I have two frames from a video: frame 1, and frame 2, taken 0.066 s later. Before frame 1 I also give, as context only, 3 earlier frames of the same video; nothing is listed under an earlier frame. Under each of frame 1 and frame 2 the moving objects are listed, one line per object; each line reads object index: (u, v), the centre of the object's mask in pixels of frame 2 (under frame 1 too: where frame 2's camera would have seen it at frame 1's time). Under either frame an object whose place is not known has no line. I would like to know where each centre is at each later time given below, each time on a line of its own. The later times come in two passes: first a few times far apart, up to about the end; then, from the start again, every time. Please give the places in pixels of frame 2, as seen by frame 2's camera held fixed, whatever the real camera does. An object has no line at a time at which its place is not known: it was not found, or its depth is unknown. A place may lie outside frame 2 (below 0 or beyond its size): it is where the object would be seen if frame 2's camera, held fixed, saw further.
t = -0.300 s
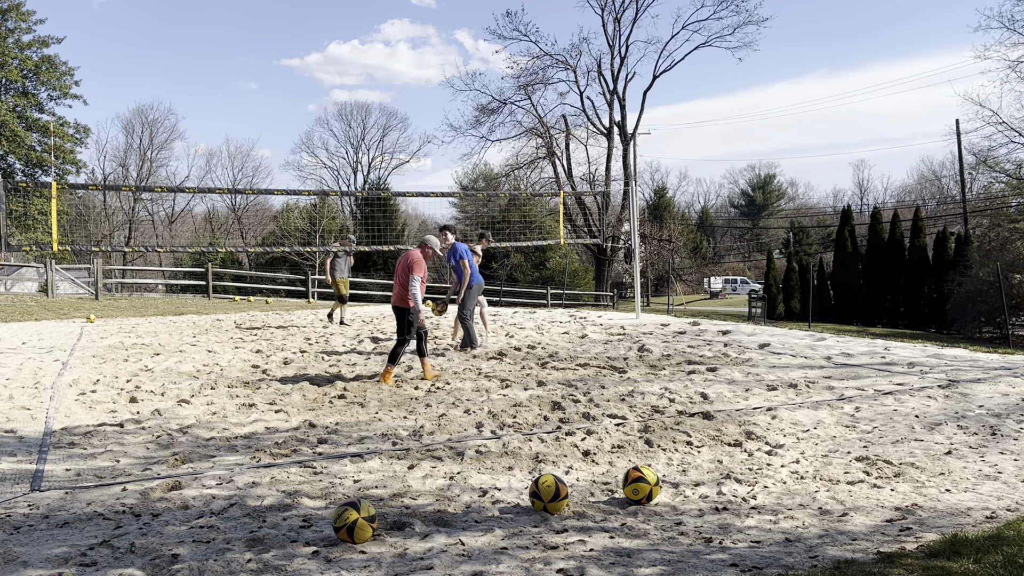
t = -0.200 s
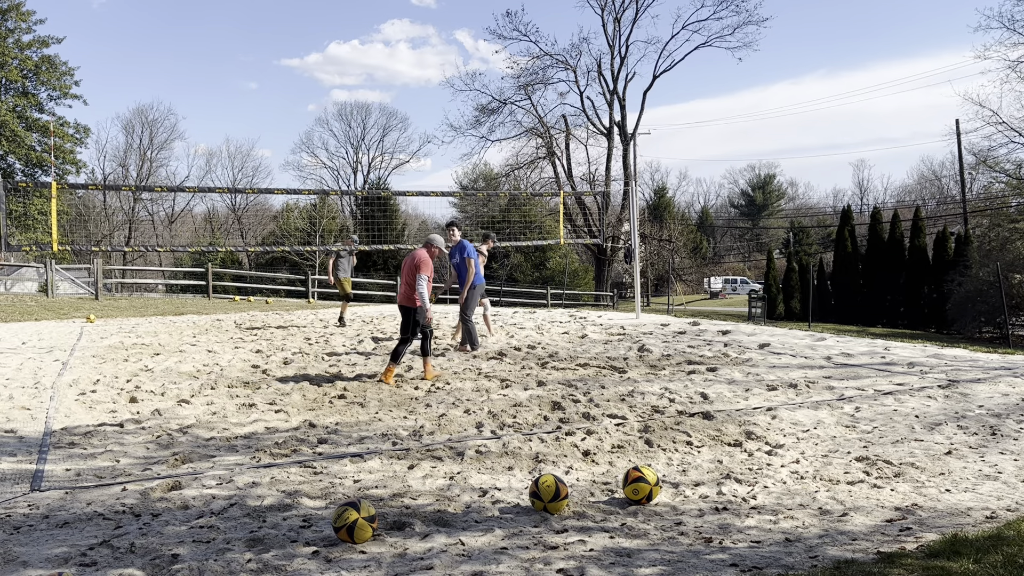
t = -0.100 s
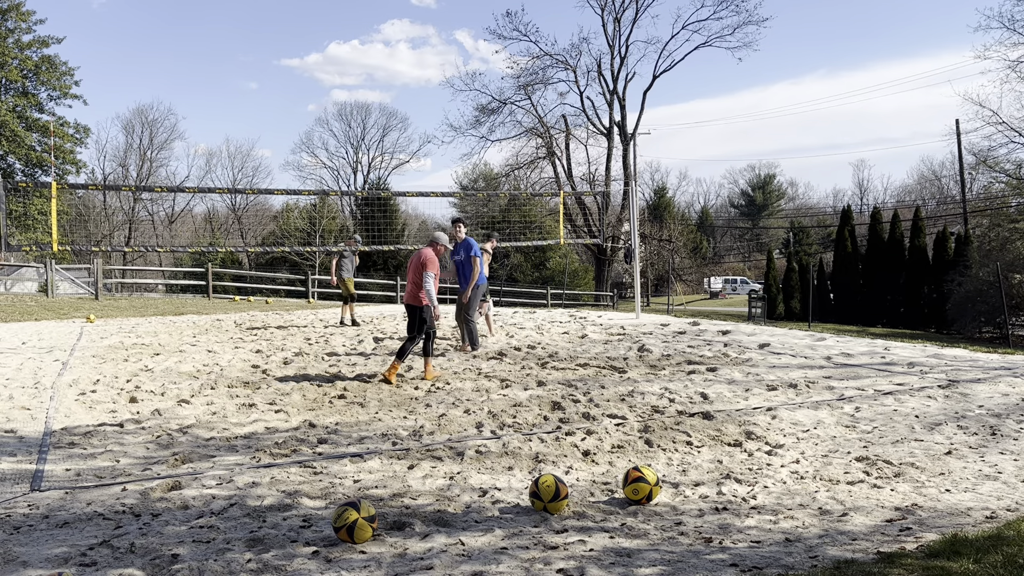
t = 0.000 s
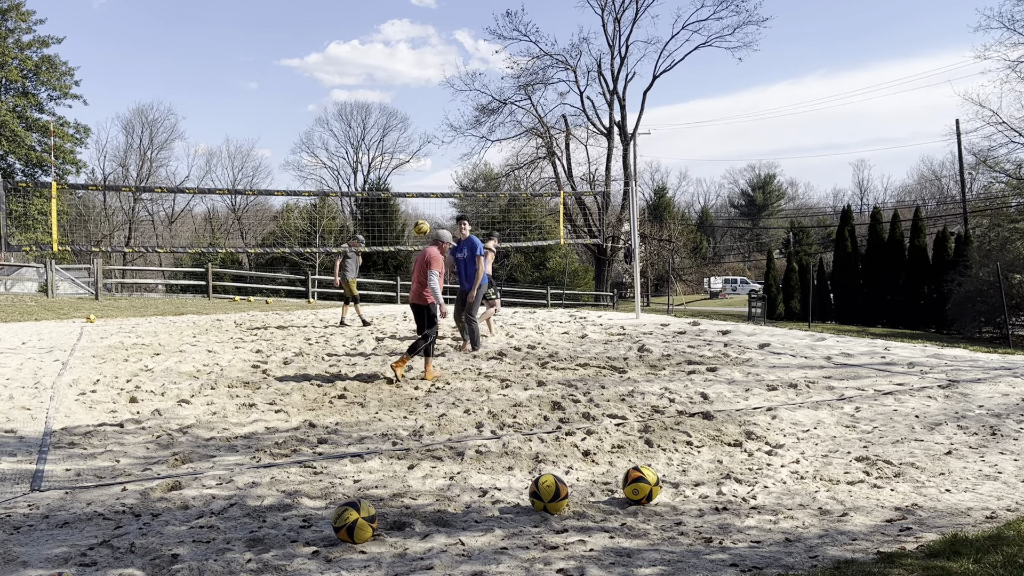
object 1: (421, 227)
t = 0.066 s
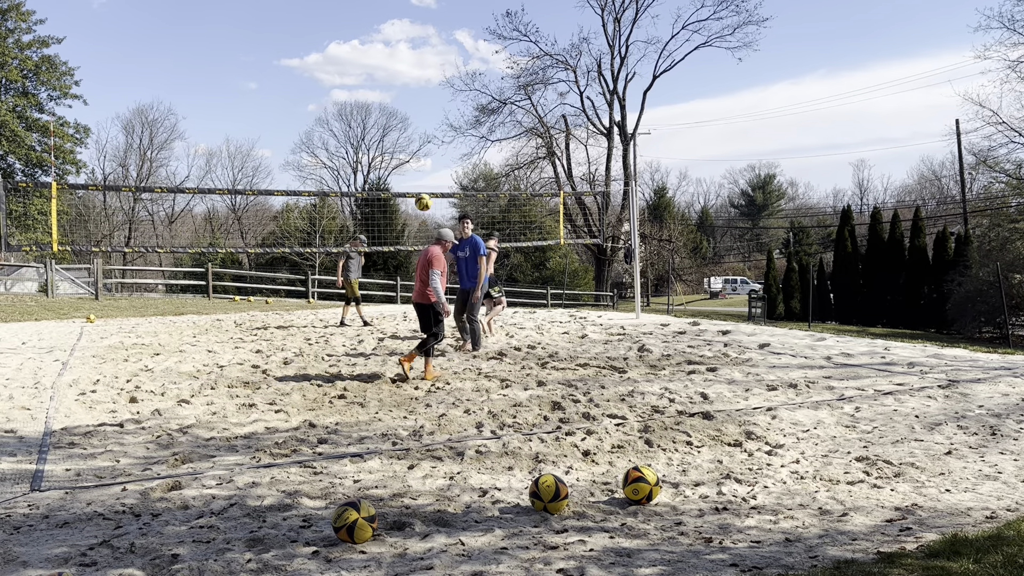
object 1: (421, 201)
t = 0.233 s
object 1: (429, 148)
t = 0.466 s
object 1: (442, 106)
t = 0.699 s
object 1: (464, 109)
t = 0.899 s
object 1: (482, 166)
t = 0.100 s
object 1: (422, 190)
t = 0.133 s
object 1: (426, 179)
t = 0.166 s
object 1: (427, 168)
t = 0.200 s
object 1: (428, 158)
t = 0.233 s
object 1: (429, 148)
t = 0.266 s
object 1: (430, 140)
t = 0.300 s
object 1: (431, 133)
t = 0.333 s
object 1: (434, 126)
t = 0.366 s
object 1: (438, 119)
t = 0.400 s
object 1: (440, 113)
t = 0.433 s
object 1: (440, 109)
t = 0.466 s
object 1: (442, 106)
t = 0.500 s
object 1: (448, 103)
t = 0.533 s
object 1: (450, 101)
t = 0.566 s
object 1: (453, 100)
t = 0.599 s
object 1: (456, 101)
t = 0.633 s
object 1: (458, 102)
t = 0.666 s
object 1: (461, 105)
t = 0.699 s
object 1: (464, 109)
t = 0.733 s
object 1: (465, 115)
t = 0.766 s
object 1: (470, 121)
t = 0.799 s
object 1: (473, 130)
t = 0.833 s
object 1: (476, 140)
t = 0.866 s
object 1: (476, 152)
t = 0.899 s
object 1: (482, 166)
